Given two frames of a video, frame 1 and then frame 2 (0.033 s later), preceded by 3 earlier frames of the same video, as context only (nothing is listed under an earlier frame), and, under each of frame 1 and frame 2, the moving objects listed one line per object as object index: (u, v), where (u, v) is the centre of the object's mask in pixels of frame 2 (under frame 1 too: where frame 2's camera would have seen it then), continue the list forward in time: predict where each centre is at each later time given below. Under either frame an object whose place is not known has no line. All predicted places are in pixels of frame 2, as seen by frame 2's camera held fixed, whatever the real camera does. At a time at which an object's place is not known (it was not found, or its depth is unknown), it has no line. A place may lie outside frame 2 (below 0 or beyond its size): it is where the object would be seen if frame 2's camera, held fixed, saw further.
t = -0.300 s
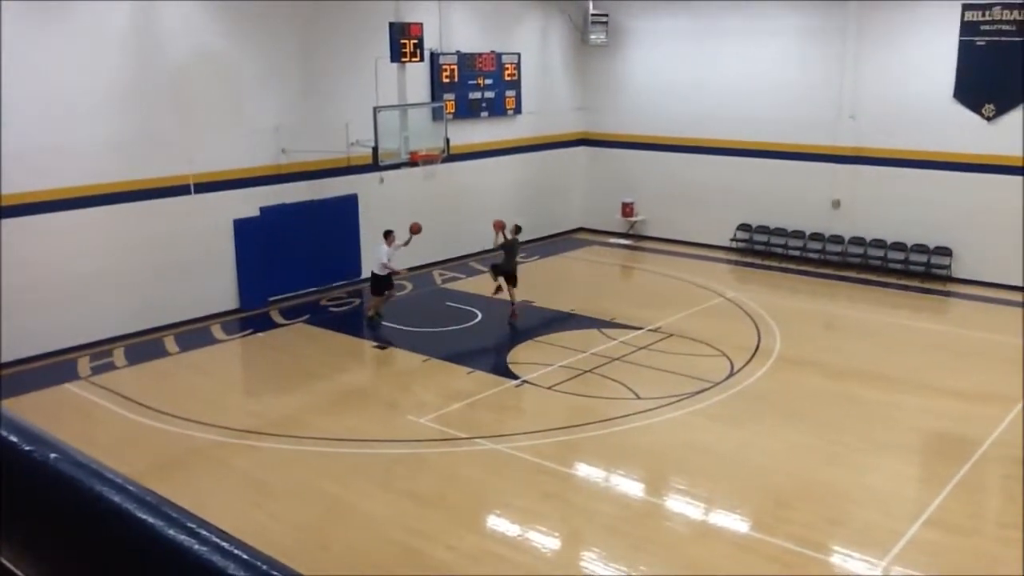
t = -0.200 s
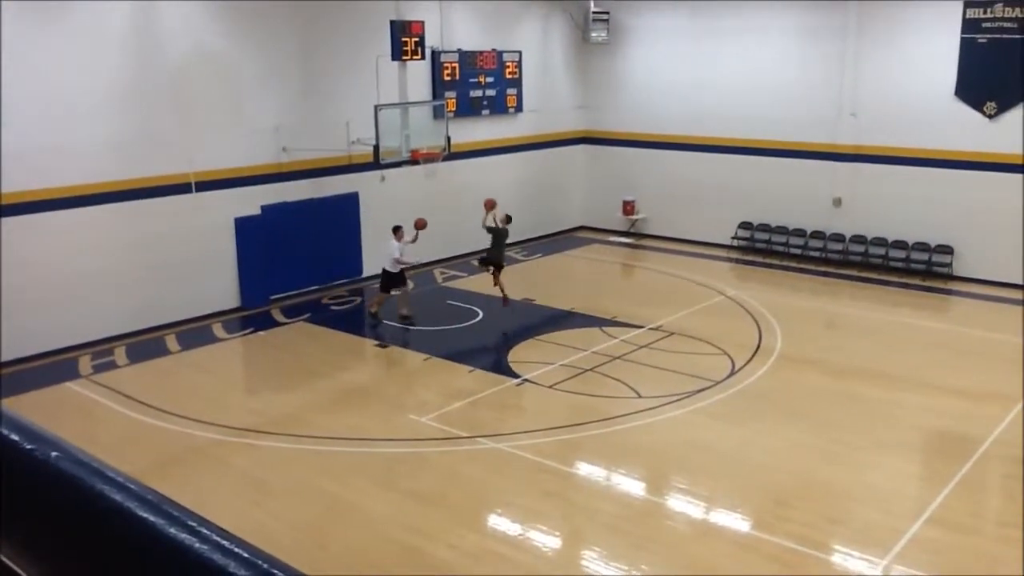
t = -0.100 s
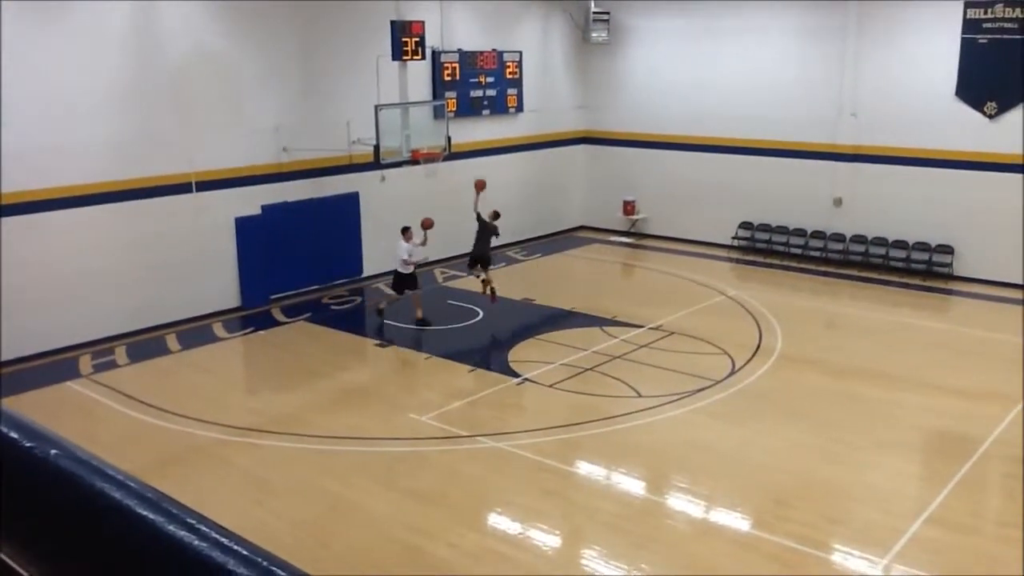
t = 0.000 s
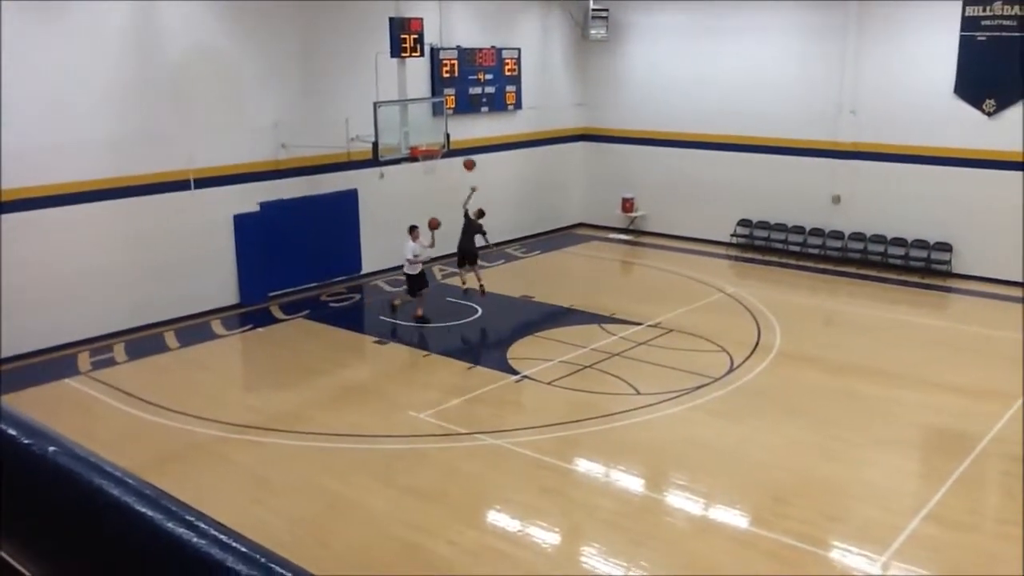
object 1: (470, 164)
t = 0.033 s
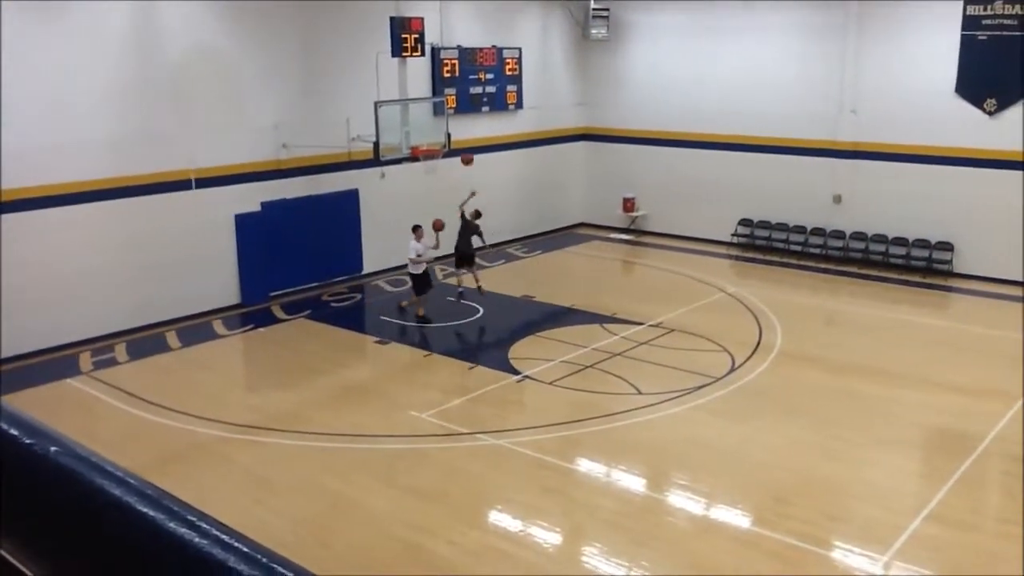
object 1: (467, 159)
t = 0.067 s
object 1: (464, 155)
